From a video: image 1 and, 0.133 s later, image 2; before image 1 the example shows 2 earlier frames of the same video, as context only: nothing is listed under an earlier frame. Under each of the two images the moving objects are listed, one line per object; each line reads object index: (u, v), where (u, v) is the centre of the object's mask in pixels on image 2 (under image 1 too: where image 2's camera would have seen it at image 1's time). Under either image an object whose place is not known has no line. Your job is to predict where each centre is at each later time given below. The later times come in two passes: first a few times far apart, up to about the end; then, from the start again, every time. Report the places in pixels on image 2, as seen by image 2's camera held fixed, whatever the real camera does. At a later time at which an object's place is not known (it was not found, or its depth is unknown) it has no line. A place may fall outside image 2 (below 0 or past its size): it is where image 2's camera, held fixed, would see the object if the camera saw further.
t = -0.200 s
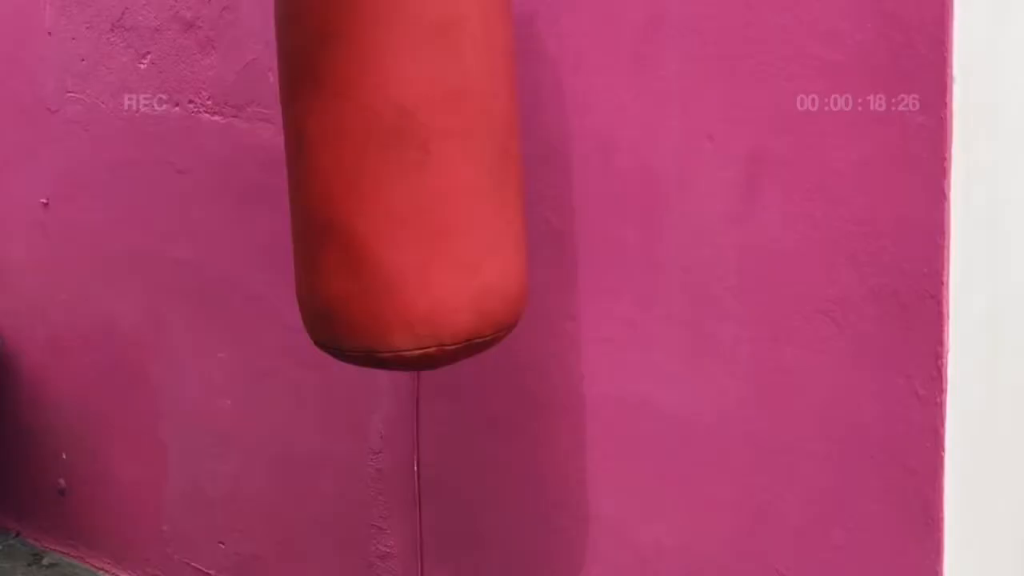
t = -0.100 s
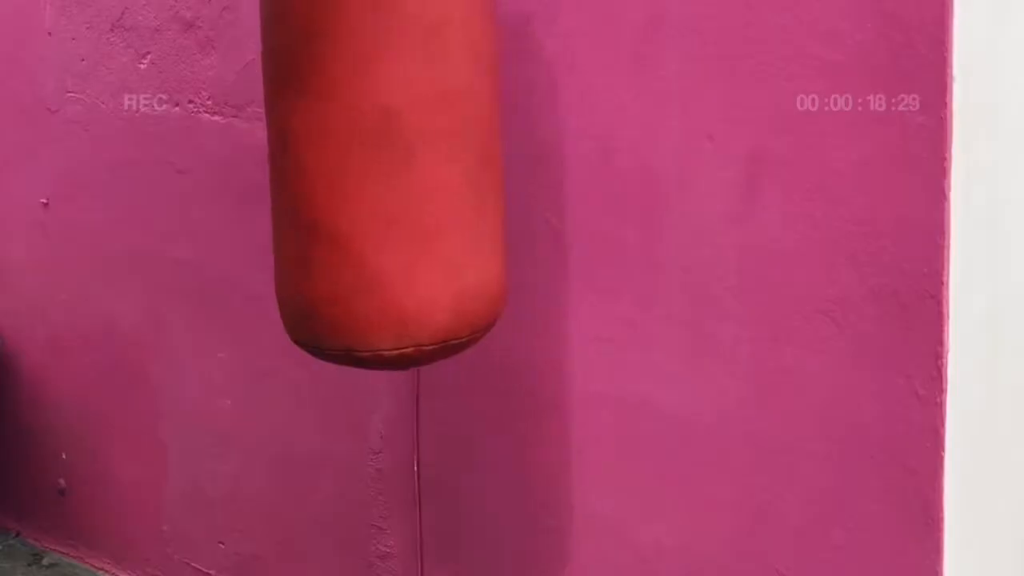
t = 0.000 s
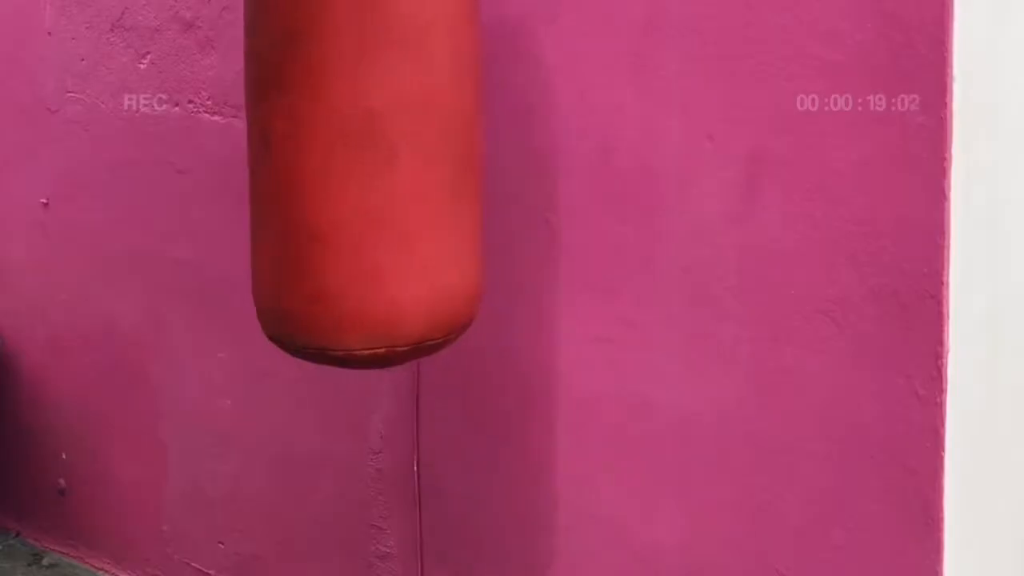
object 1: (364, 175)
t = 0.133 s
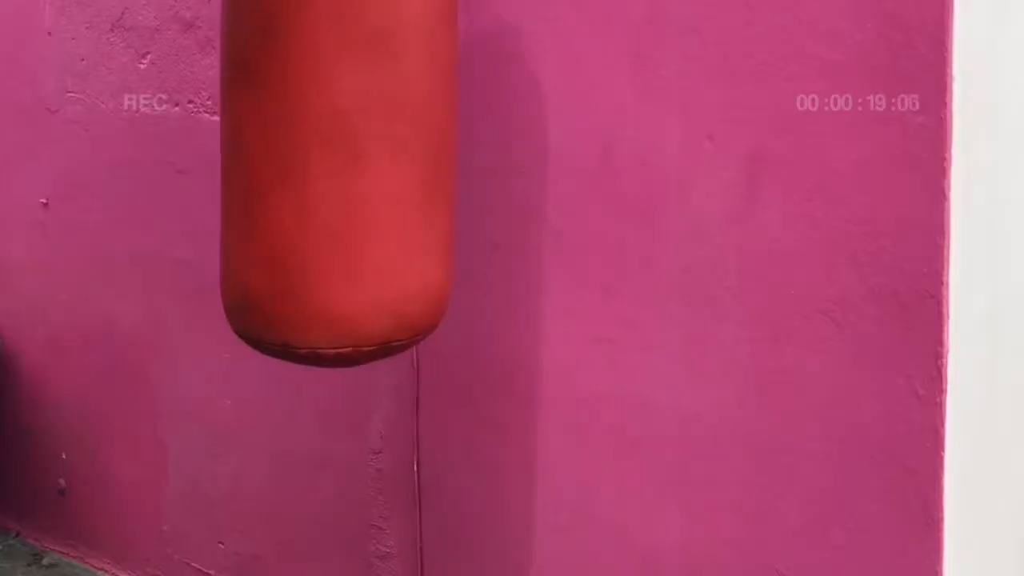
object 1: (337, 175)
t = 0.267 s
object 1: (314, 174)
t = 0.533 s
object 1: (296, 175)
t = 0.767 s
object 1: (318, 178)
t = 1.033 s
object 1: (370, 181)
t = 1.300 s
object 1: (416, 179)
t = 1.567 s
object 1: (423, 178)
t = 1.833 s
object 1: (386, 177)
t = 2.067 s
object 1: (339, 175)
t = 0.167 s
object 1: (330, 174)
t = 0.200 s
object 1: (324, 174)
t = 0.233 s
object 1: (319, 174)
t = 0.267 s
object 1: (314, 174)
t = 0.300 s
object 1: (309, 174)
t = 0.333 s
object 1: (305, 174)
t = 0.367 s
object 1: (302, 174)
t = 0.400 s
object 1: (299, 174)
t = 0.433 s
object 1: (298, 174)
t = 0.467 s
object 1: (297, 174)
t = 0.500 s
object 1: (297, 175)
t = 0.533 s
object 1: (296, 175)
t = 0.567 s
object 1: (297, 175)
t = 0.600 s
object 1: (299, 176)
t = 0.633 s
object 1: (301, 176)
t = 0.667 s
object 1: (304, 177)
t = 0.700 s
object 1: (308, 177)
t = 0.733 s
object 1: (313, 178)
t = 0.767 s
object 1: (318, 178)
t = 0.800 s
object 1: (323, 179)
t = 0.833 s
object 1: (329, 179)
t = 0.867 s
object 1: (335, 179)
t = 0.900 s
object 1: (342, 180)
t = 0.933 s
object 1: (349, 180)
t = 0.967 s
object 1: (355, 180)
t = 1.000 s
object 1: (363, 180)
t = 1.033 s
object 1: (370, 181)
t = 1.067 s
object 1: (377, 180)
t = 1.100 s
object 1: (383, 180)
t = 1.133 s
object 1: (390, 180)
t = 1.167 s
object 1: (396, 180)
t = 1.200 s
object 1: (402, 180)
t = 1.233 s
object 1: (407, 180)
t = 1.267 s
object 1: (412, 180)
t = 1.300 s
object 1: (416, 179)
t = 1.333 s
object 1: (420, 179)
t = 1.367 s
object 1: (422, 179)
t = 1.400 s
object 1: (424, 178)
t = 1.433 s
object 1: (425, 178)
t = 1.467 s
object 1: (425, 178)
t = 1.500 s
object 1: (425, 178)
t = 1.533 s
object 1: (424, 177)
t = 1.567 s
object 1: (423, 178)
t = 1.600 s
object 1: (420, 177)
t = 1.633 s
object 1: (417, 177)
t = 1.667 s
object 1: (413, 177)
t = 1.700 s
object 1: (408, 177)
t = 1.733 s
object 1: (403, 177)
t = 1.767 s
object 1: (398, 177)
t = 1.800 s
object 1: (392, 176)
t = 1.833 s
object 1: (386, 177)
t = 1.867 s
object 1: (379, 176)
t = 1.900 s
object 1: (372, 176)
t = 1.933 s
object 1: (365, 176)
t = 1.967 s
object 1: (358, 176)
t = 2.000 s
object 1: (352, 175)
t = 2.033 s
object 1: (345, 175)
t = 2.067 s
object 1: (339, 175)
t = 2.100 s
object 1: (332, 175)
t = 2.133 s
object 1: (330, 174)
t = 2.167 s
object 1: (324, 173)
